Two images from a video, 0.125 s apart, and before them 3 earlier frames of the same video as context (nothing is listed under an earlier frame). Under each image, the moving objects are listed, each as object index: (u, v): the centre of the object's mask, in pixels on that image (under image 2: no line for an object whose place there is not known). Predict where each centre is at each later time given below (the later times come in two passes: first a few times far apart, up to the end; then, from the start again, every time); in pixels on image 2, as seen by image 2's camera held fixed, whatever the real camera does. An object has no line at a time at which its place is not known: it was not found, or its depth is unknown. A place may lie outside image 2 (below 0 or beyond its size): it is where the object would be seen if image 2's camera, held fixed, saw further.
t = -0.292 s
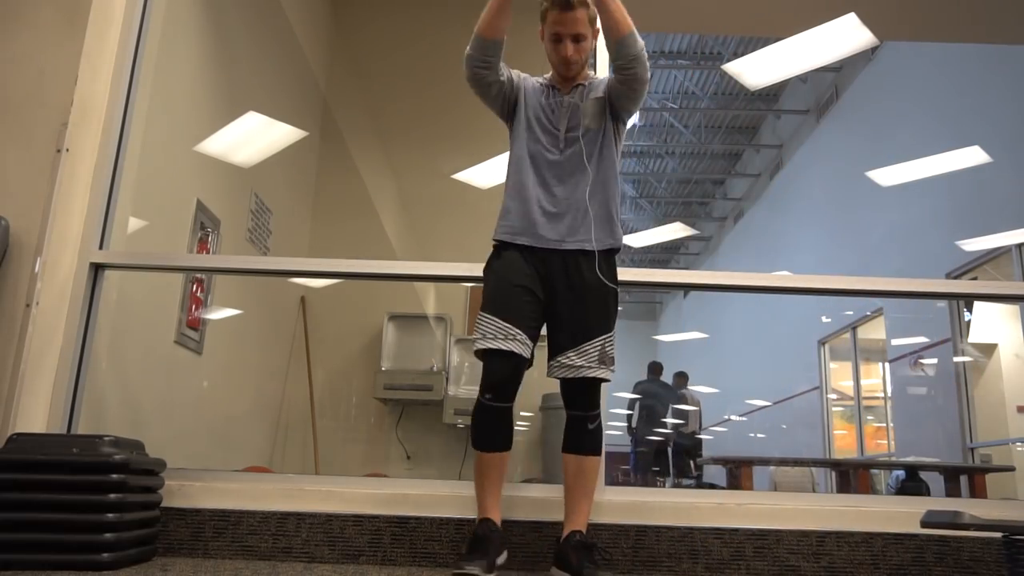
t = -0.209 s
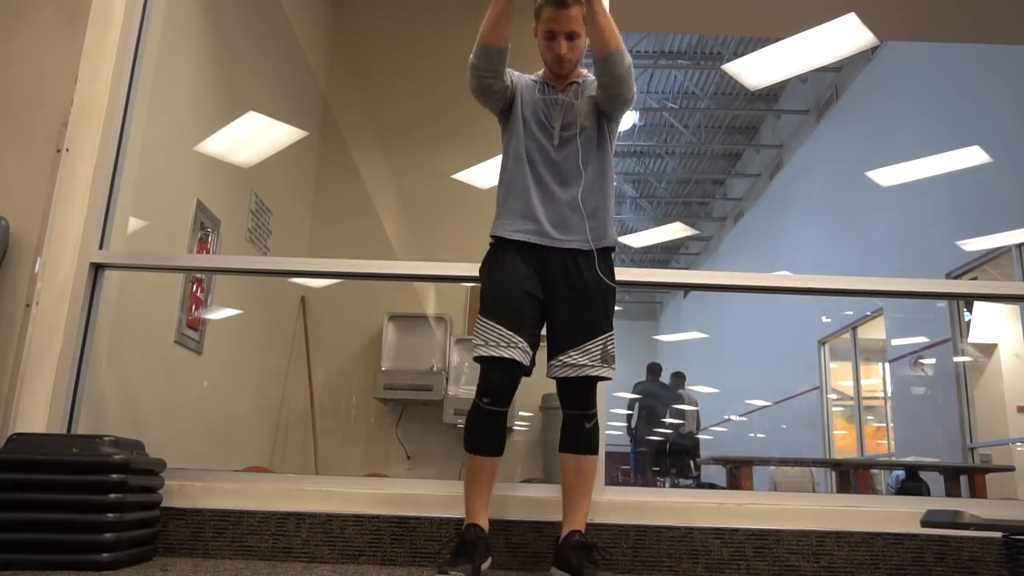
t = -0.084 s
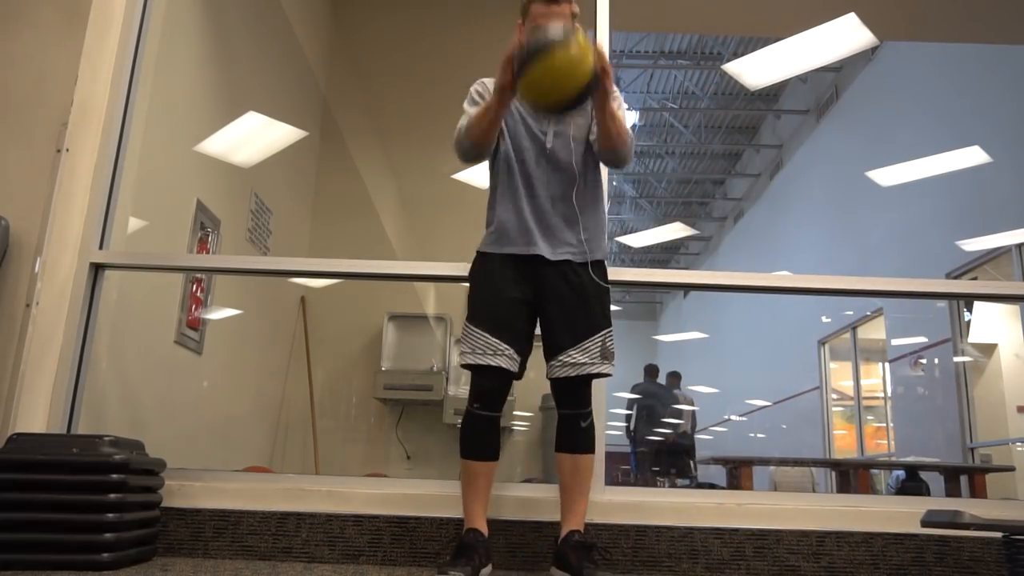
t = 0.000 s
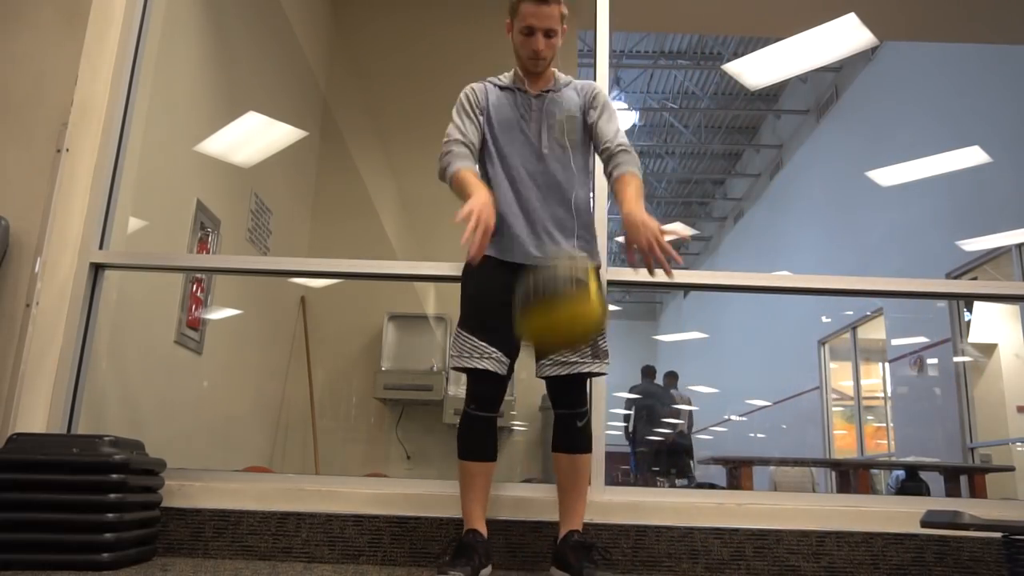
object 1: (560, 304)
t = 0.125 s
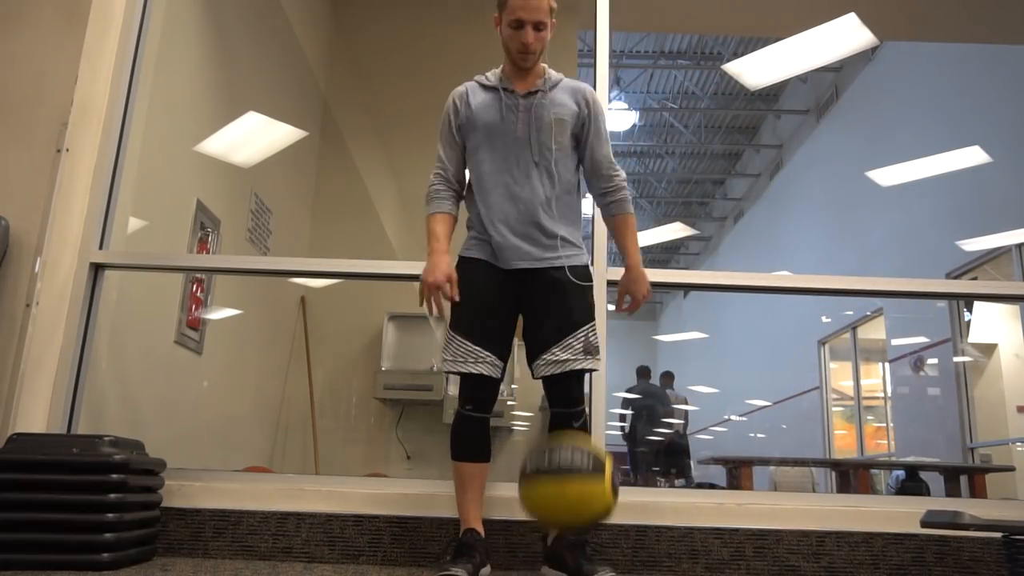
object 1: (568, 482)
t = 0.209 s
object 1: (575, 350)
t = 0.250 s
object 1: (577, 301)
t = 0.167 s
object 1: (571, 413)
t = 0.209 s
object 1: (575, 350)
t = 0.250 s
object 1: (577, 301)
